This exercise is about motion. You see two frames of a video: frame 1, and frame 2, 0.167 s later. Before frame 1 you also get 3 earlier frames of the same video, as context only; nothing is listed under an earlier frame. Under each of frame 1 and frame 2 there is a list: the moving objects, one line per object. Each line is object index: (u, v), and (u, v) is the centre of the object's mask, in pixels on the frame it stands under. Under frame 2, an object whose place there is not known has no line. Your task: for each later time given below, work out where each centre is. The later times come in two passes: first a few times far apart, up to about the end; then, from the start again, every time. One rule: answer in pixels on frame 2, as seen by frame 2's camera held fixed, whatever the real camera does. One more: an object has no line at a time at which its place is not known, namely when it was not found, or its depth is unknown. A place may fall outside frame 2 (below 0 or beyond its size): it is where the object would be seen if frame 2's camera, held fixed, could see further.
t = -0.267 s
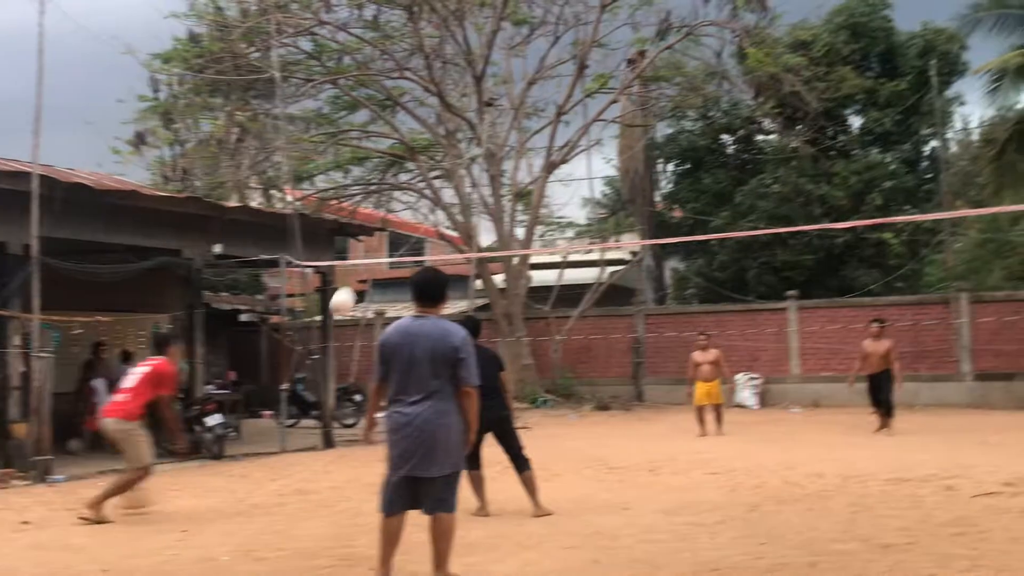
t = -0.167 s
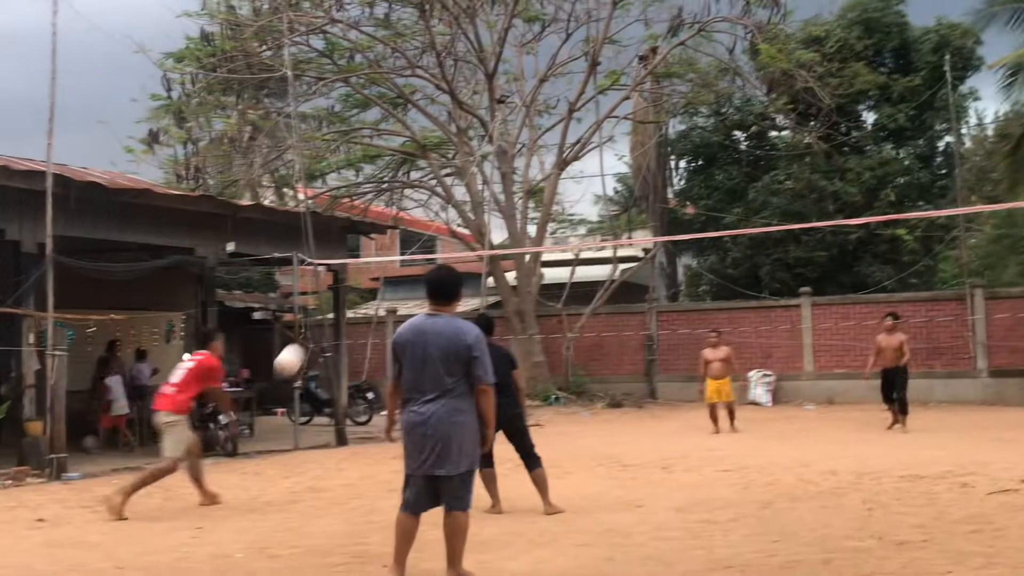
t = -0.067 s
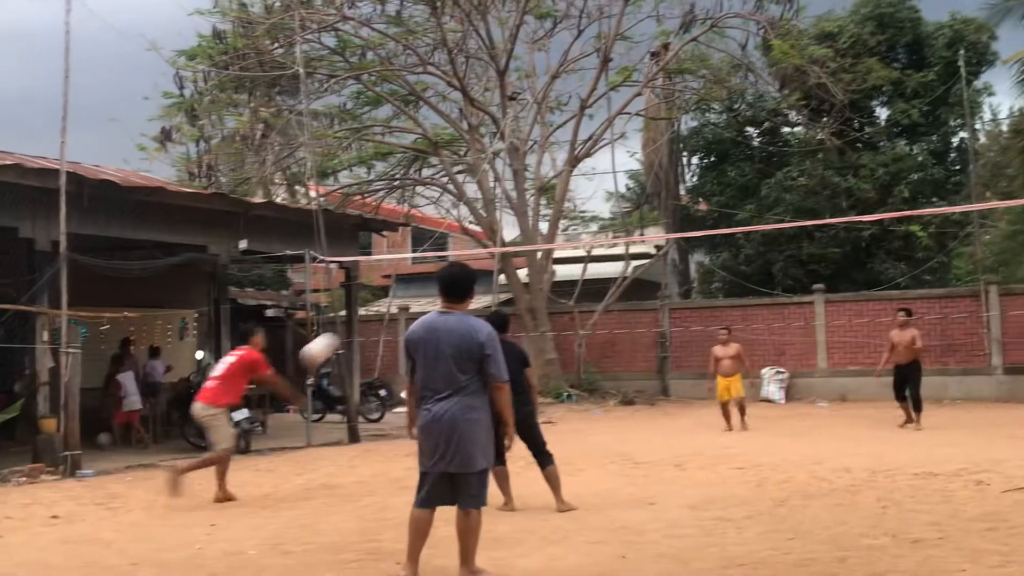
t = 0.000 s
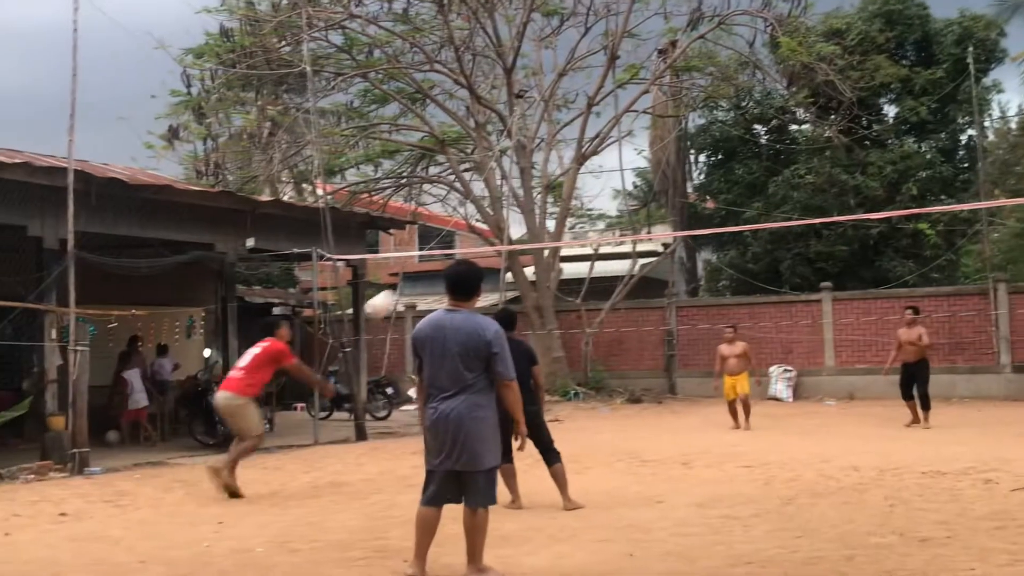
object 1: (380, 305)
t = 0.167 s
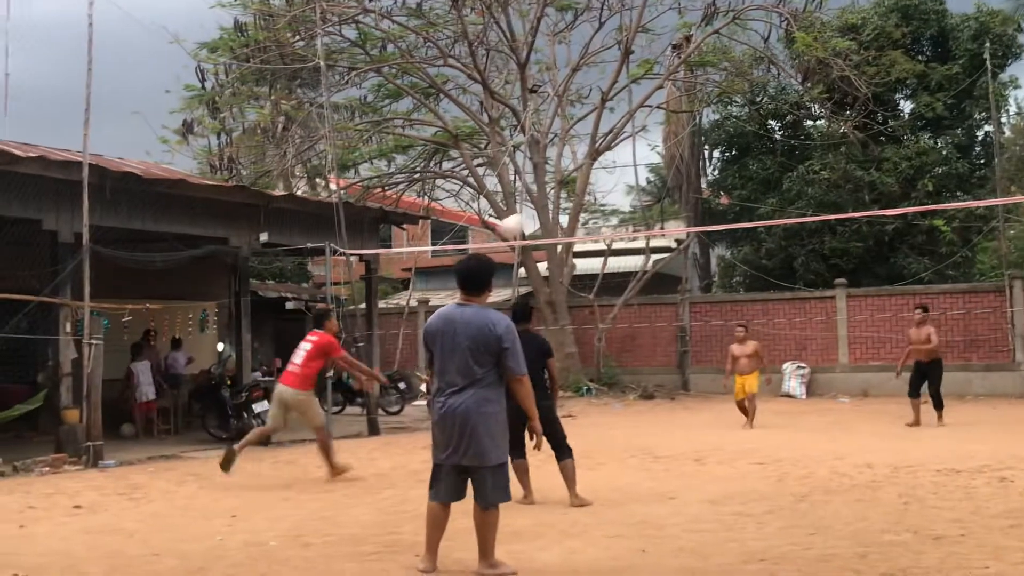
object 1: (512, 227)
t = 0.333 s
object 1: (610, 190)
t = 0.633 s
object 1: (752, 191)
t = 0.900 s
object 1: (847, 247)
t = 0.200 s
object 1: (534, 216)
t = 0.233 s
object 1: (553, 207)
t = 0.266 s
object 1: (575, 199)
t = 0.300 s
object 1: (591, 194)
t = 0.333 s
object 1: (610, 190)
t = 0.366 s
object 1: (628, 185)
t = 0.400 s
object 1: (646, 183)
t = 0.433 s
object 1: (663, 181)
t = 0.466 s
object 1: (678, 181)
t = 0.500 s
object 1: (694, 181)
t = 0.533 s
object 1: (709, 183)
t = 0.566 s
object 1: (724, 185)
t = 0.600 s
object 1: (738, 187)
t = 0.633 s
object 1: (752, 191)
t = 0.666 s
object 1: (765, 196)
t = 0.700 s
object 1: (778, 201)
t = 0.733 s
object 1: (790, 207)
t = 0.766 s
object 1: (802, 213)
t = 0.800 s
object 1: (814, 221)
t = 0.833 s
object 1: (825, 230)
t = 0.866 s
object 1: (837, 238)
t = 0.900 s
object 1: (847, 247)
